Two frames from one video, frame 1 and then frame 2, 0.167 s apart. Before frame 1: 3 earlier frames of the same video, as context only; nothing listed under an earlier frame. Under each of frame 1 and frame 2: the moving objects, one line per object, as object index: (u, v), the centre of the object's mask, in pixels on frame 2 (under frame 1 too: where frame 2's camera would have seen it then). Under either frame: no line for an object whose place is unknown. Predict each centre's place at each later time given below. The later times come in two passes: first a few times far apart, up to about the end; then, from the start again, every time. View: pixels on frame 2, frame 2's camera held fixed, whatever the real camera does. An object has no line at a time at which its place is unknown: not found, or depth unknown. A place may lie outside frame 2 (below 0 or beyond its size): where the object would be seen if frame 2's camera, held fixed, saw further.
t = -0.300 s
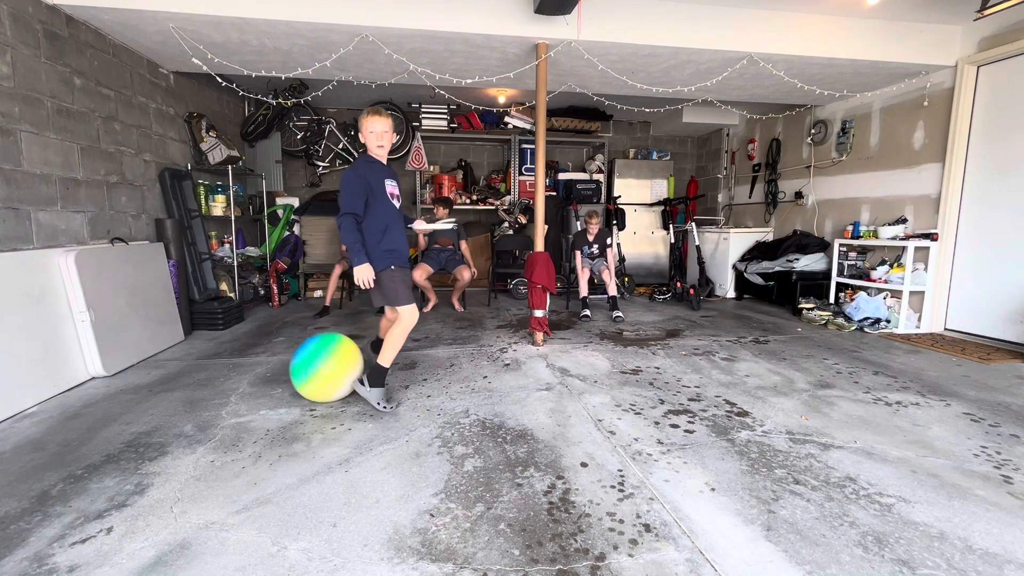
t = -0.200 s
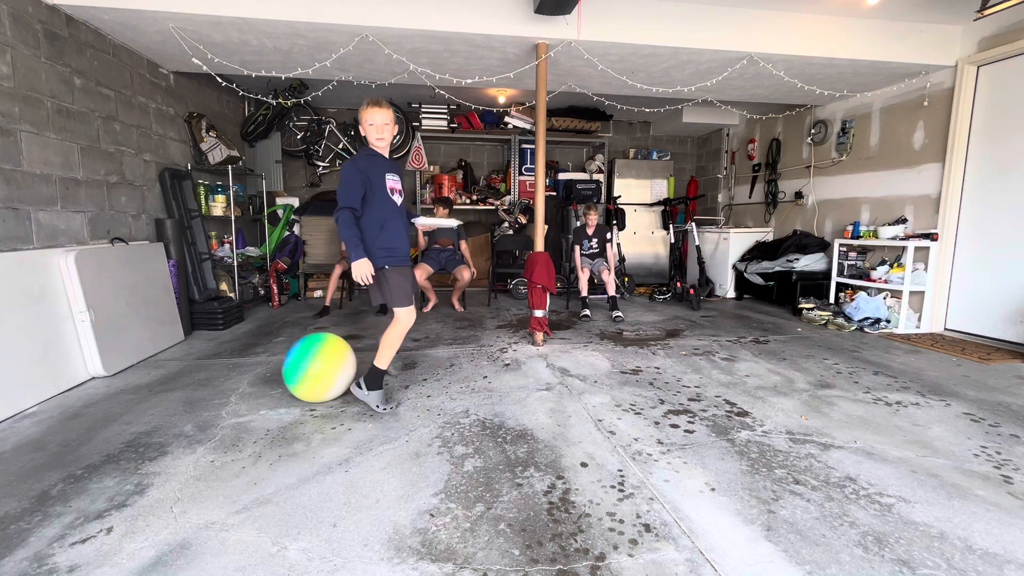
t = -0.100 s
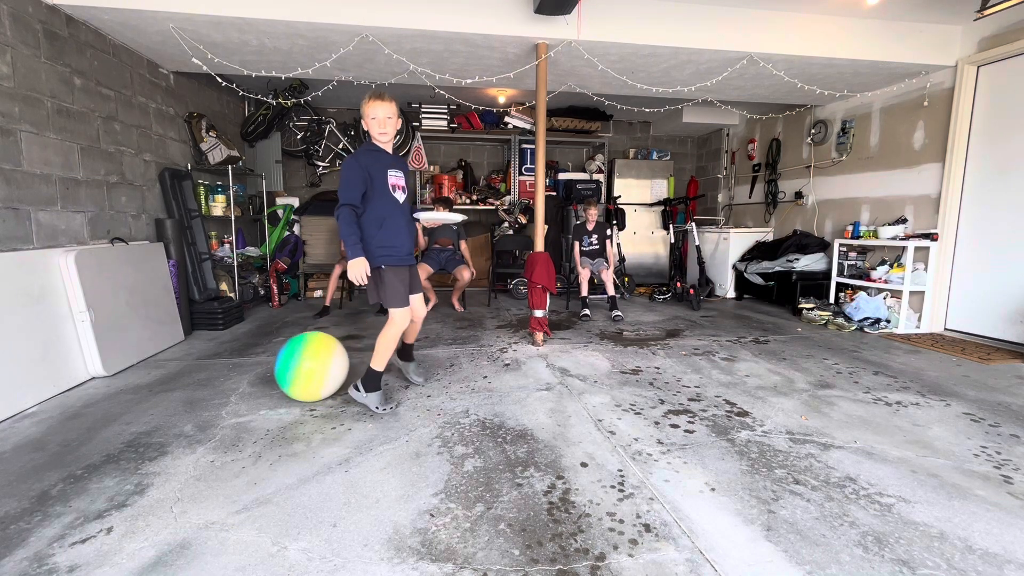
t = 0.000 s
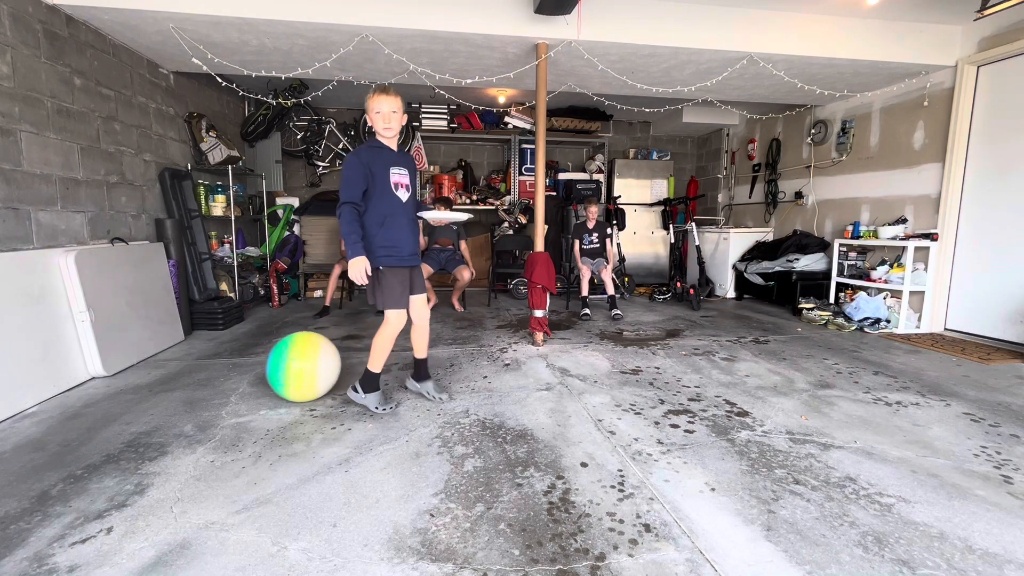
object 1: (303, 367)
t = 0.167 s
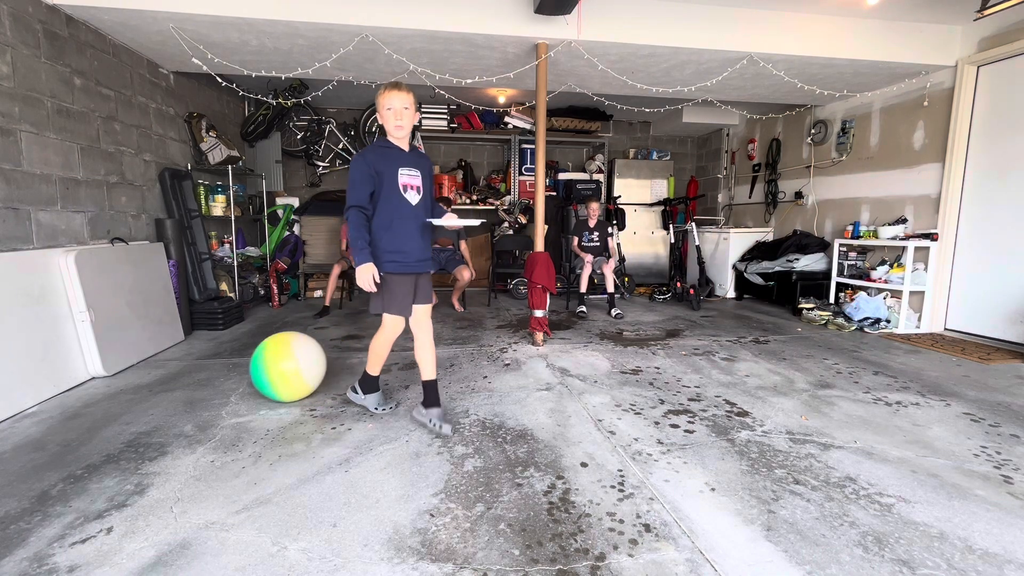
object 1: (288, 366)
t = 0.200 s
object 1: (285, 367)
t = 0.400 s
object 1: (262, 368)
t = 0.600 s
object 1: (237, 368)
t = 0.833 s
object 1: (207, 370)
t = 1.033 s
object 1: (183, 371)
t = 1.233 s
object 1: (164, 372)
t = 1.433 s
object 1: (149, 372)
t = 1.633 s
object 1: (137, 373)
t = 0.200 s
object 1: (285, 367)
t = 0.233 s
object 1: (281, 367)
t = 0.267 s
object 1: (278, 367)
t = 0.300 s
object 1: (274, 367)
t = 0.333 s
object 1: (270, 367)
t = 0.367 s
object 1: (266, 368)
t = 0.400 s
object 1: (262, 368)
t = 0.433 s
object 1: (258, 368)
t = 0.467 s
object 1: (254, 368)
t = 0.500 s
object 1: (250, 368)
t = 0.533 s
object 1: (245, 368)
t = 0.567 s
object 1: (241, 368)
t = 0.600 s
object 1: (237, 368)
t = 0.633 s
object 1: (232, 369)
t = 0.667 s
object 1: (228, 369)
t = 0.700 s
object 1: (224, 369)
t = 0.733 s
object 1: (219, 369)
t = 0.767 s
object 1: (215, 370)
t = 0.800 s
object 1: (211, 370)
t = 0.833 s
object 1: (207, 370)
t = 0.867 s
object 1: (203, 370)
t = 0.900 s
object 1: (199, 370)
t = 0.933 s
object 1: (195, 371)
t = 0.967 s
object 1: (191, 371)
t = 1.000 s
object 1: (187, 371)
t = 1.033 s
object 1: (183, 371)
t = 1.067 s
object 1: (180, 372)
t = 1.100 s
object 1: (177, 371)
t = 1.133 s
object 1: (173, 372)
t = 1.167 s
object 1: (170, 372)
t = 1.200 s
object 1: (167, 372)
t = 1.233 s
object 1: (164, 372)
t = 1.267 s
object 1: (161, 372)
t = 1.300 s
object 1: (159, 372)
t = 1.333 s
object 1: (156, 372)
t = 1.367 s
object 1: (154, 372)
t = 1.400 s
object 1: (151, 372)
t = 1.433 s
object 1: (149, 372)
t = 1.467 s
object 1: (147, 373)
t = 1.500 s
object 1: (145, 373)
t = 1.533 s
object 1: (143, 373)
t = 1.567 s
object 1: (141, 373)
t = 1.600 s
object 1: (139, 373)
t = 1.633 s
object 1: (137, 373)
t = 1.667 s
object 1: (134, 373)
